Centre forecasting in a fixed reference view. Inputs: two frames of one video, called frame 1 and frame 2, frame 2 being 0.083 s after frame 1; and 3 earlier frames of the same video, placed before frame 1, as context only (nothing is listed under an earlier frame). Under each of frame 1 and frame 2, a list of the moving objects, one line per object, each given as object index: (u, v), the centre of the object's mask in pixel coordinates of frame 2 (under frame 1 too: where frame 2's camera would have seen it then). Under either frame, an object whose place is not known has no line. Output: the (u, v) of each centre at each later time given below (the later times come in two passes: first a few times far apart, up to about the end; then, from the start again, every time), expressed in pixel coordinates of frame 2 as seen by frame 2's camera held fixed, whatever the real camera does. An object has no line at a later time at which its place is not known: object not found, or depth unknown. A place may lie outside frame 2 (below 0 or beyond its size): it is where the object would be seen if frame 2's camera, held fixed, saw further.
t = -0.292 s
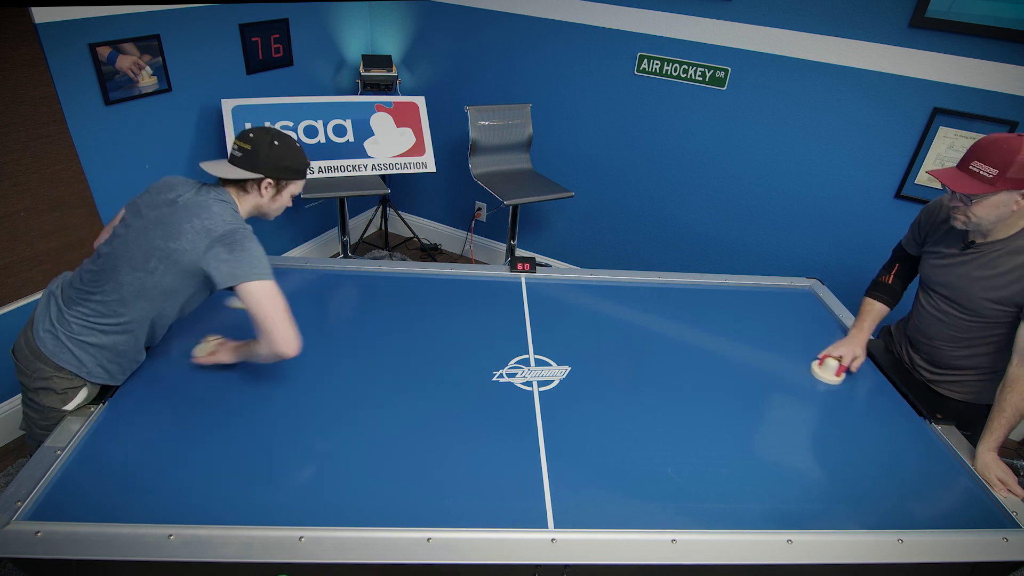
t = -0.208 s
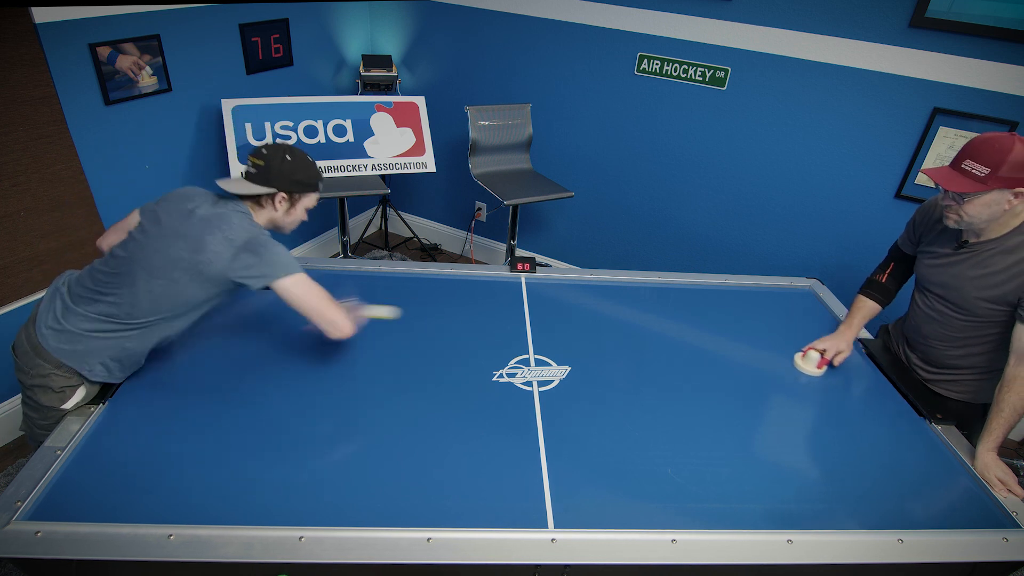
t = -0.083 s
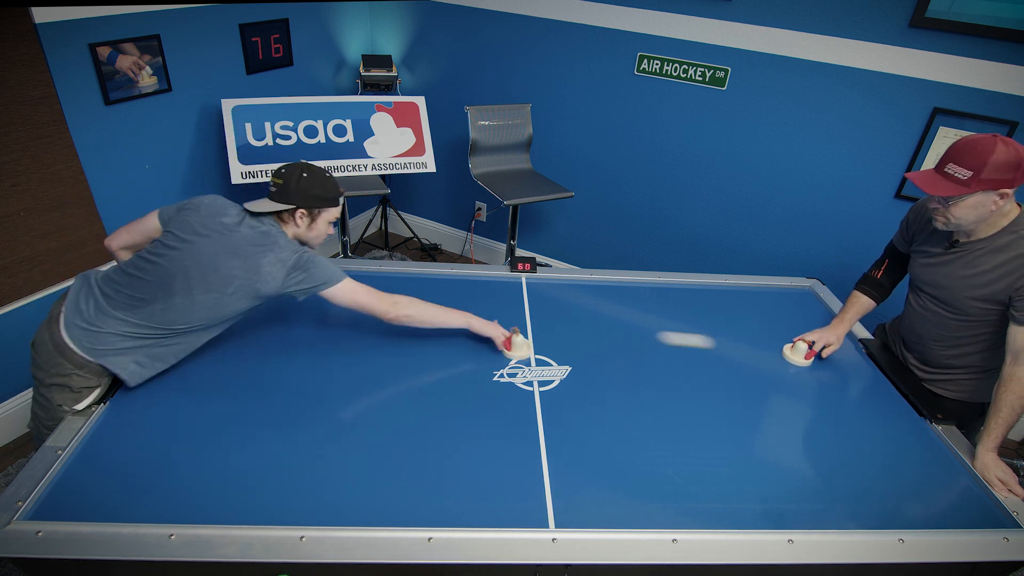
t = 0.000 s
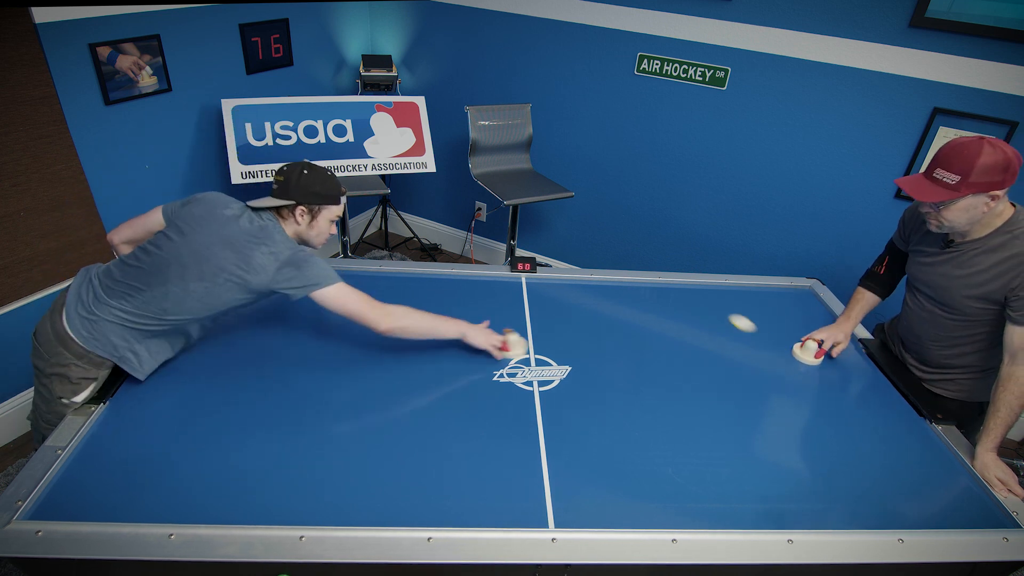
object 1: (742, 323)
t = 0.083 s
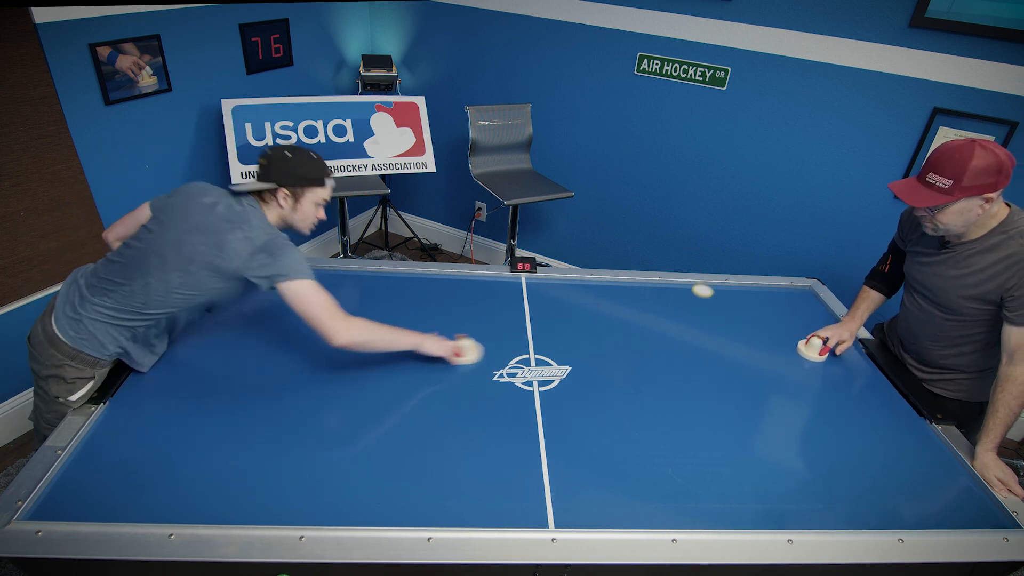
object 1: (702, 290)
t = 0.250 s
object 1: (679, 351)
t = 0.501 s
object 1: (622, 495)
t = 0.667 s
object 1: (551, 435)
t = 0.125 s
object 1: (697, 303)
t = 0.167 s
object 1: (691, 318)
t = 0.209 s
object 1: (685, 333)
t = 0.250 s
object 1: (679, 351)
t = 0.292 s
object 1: (671, 369)
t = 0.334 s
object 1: (663, 389)
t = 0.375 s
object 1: (655, 412)
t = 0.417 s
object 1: (645, 437)
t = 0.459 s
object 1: (634, 464)
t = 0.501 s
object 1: (622, 495)
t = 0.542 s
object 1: (606, 509)
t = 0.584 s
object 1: (586, 483)
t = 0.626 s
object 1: (568, 458)
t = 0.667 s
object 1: (551, 435)
